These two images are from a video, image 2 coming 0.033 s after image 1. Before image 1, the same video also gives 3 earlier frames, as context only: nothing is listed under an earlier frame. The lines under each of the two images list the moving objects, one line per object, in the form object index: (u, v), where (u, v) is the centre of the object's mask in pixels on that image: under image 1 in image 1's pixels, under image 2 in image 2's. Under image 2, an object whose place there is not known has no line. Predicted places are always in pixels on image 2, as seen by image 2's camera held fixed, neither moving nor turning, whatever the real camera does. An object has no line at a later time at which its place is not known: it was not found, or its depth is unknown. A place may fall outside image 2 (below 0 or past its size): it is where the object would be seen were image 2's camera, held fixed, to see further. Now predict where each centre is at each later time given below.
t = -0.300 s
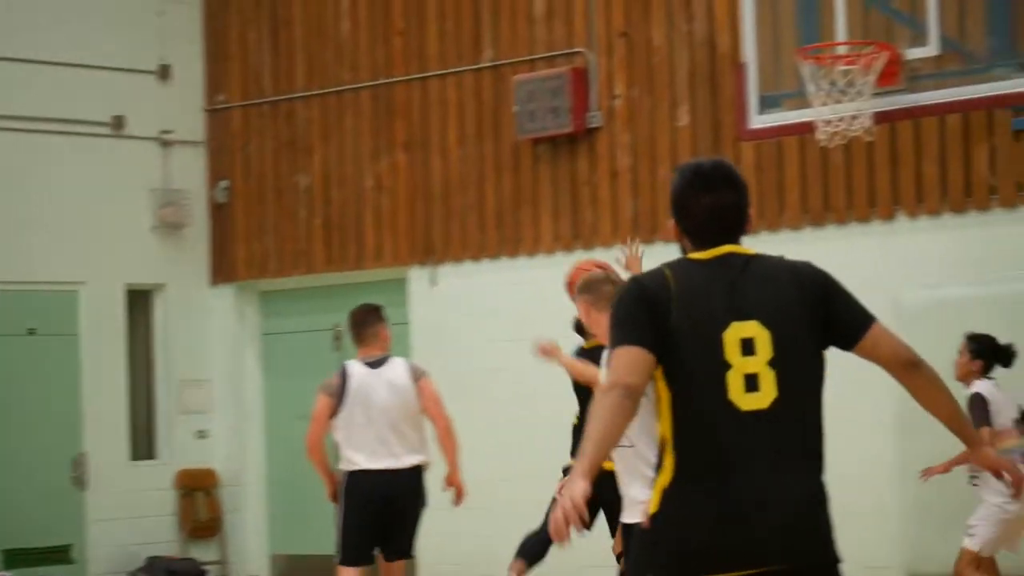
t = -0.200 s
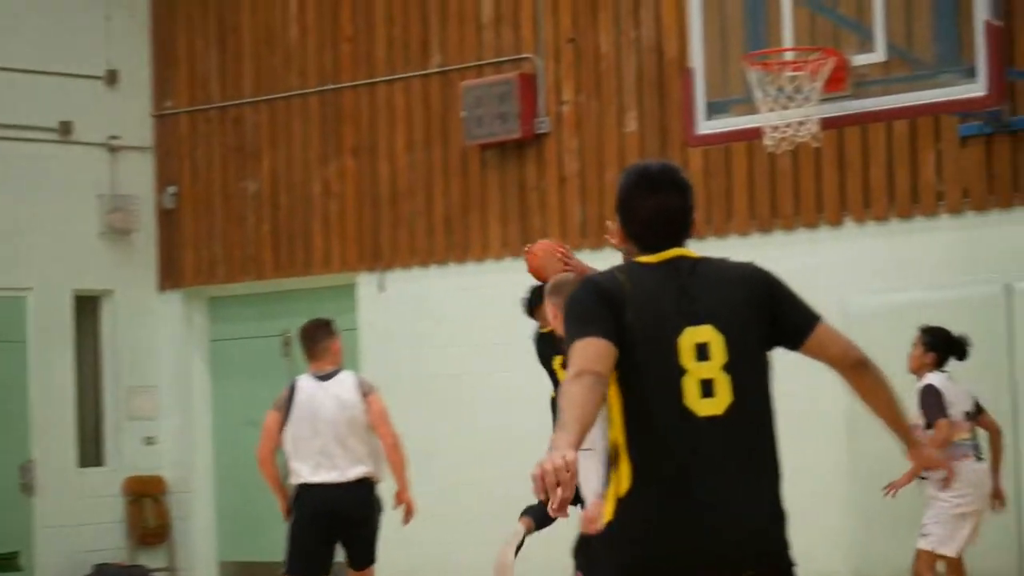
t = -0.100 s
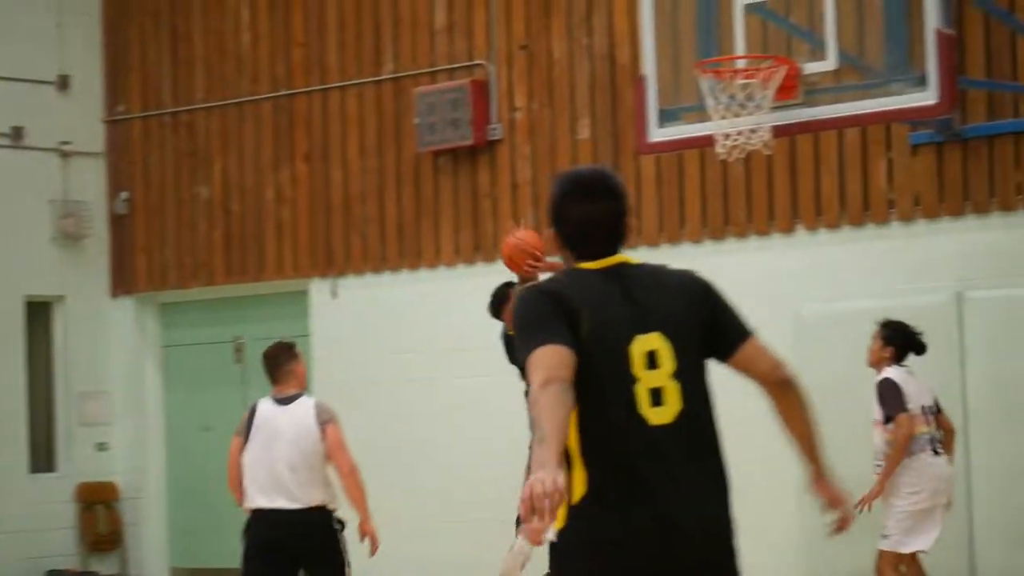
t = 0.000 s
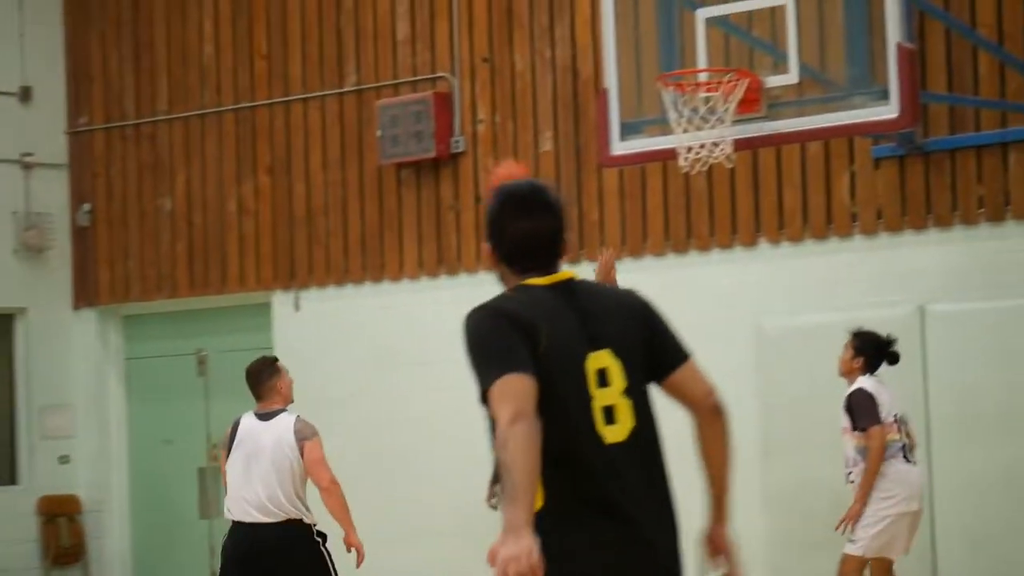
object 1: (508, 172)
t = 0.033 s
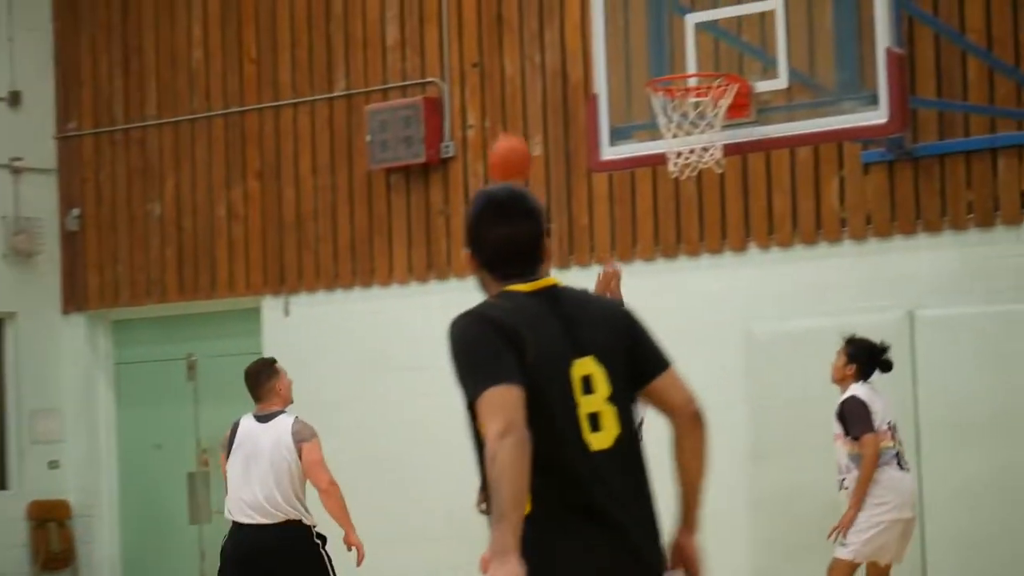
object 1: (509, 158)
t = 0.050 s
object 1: (515, 143)
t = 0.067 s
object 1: (519, 129)
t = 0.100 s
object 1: (529, 102)
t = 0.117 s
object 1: (534, 91)
